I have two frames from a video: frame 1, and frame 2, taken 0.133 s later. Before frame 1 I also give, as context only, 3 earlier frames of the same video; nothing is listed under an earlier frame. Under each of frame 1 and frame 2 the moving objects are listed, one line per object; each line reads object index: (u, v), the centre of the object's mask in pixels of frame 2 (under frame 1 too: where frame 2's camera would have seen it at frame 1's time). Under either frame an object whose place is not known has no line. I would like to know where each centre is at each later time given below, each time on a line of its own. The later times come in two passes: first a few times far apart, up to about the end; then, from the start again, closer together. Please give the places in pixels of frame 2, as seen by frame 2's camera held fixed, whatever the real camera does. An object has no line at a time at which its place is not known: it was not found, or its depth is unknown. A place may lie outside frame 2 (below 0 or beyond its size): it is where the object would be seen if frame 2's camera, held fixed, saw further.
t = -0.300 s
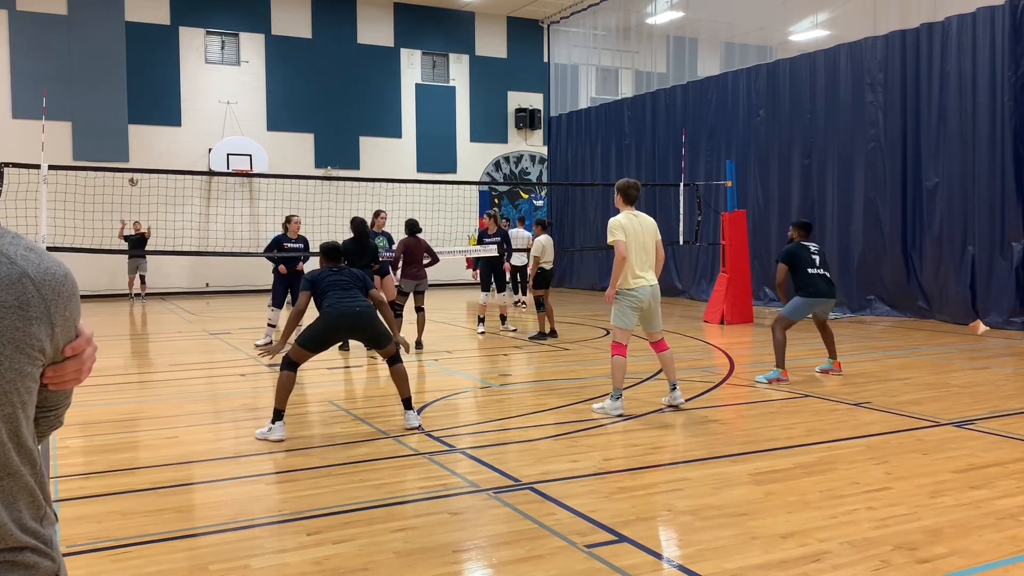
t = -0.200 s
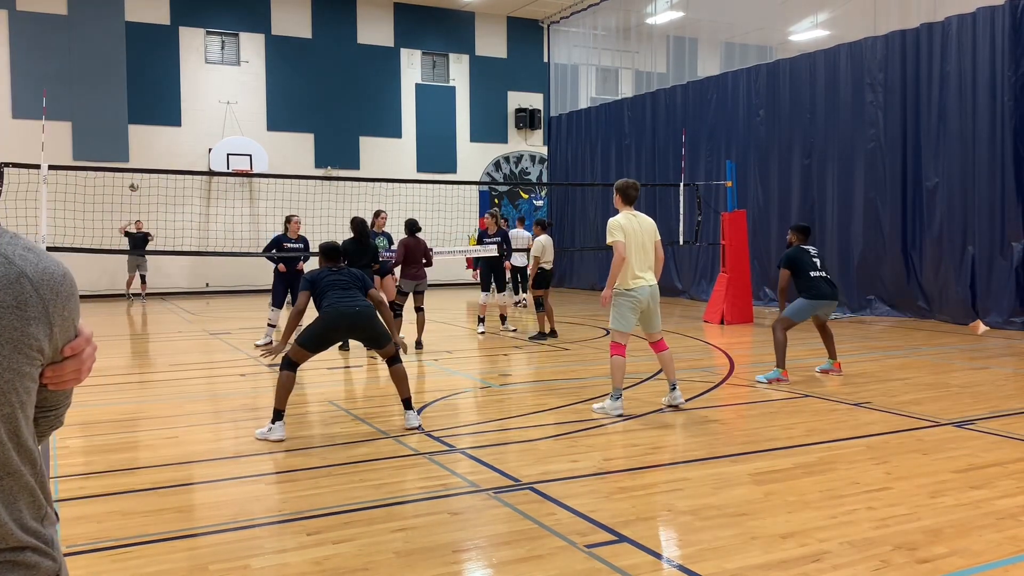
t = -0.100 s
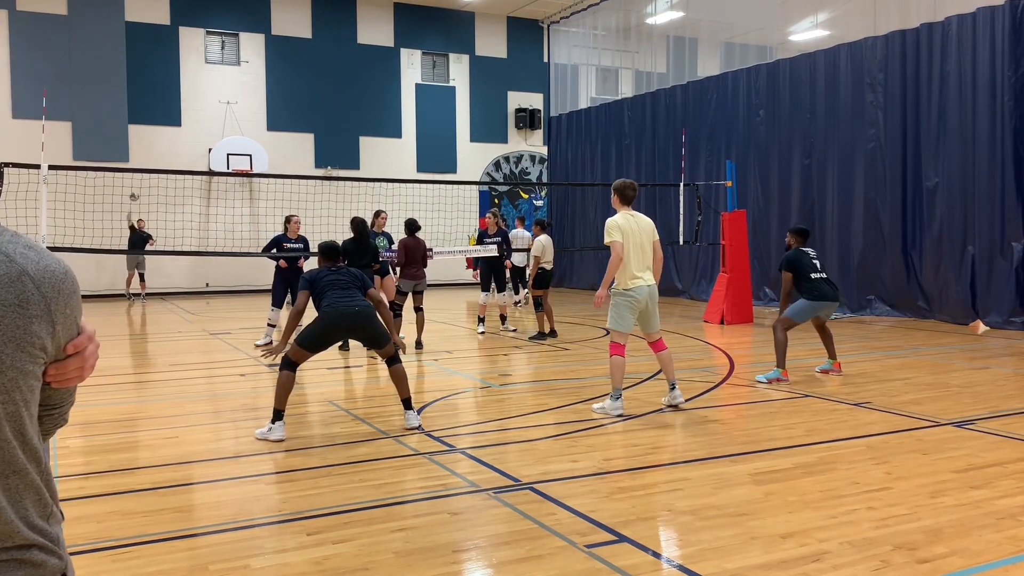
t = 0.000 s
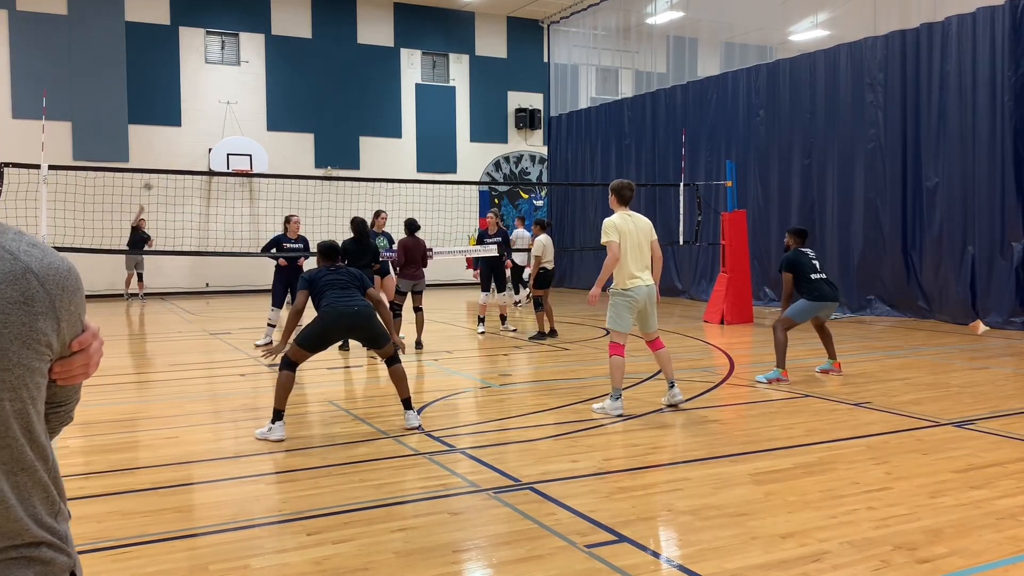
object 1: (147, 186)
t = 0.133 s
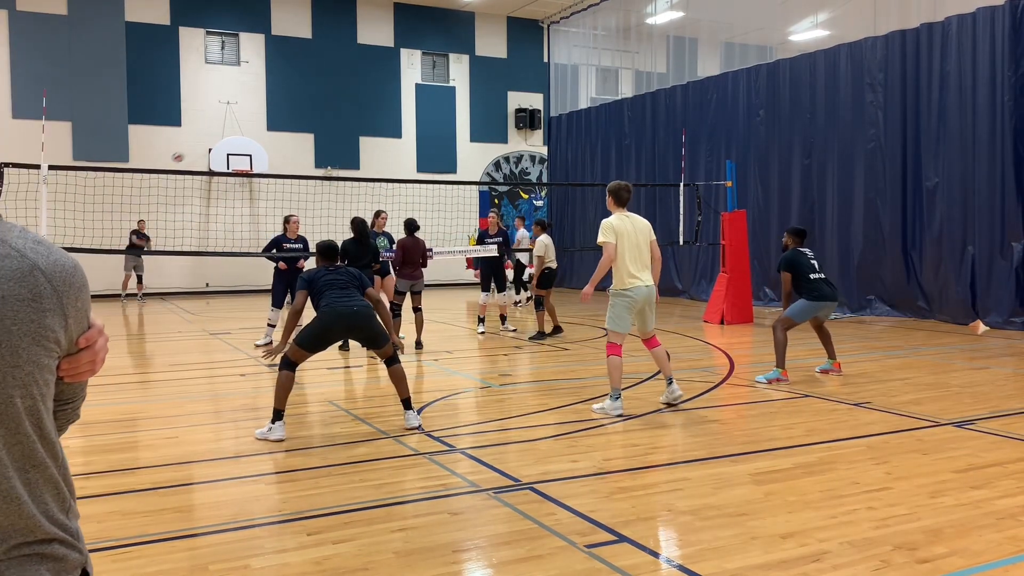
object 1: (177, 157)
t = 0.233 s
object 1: (205, 138)
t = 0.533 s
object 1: (311, 97)
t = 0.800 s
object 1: (447, 108)
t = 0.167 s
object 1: (186, 150)
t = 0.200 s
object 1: (195, 144)
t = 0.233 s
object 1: (205, 138)
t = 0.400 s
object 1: (259, 111)
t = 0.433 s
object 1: (272, 106)
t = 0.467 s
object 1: (284, 102)
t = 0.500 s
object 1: (297, 99)
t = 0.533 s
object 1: (311, 97)
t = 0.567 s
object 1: (326, 95)
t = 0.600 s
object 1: (341, 94)
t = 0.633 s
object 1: (358, 94)
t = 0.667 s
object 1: (375, 94)
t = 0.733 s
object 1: (411, 99)
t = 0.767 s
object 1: (429, 103)
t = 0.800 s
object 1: (447, 108)
